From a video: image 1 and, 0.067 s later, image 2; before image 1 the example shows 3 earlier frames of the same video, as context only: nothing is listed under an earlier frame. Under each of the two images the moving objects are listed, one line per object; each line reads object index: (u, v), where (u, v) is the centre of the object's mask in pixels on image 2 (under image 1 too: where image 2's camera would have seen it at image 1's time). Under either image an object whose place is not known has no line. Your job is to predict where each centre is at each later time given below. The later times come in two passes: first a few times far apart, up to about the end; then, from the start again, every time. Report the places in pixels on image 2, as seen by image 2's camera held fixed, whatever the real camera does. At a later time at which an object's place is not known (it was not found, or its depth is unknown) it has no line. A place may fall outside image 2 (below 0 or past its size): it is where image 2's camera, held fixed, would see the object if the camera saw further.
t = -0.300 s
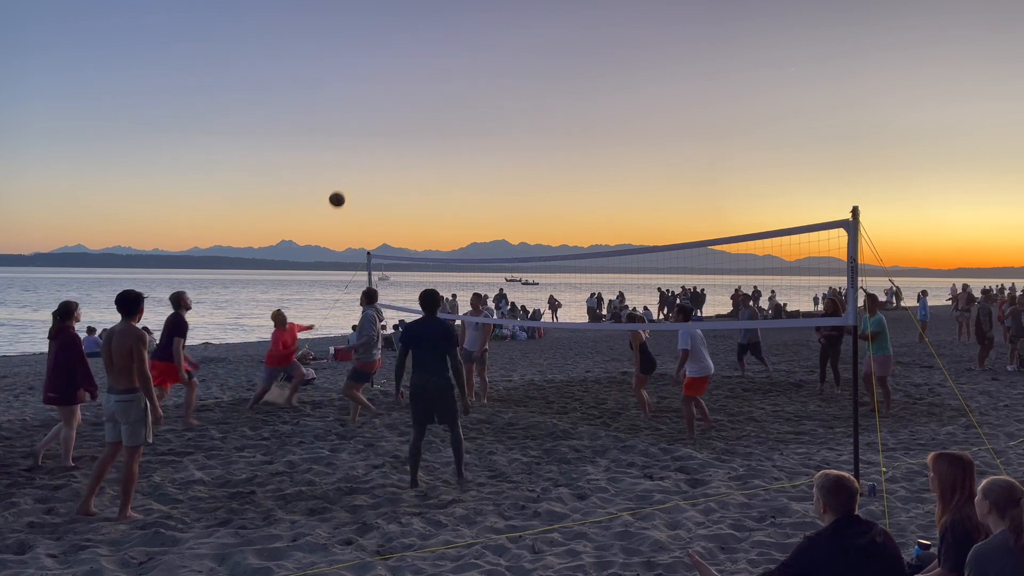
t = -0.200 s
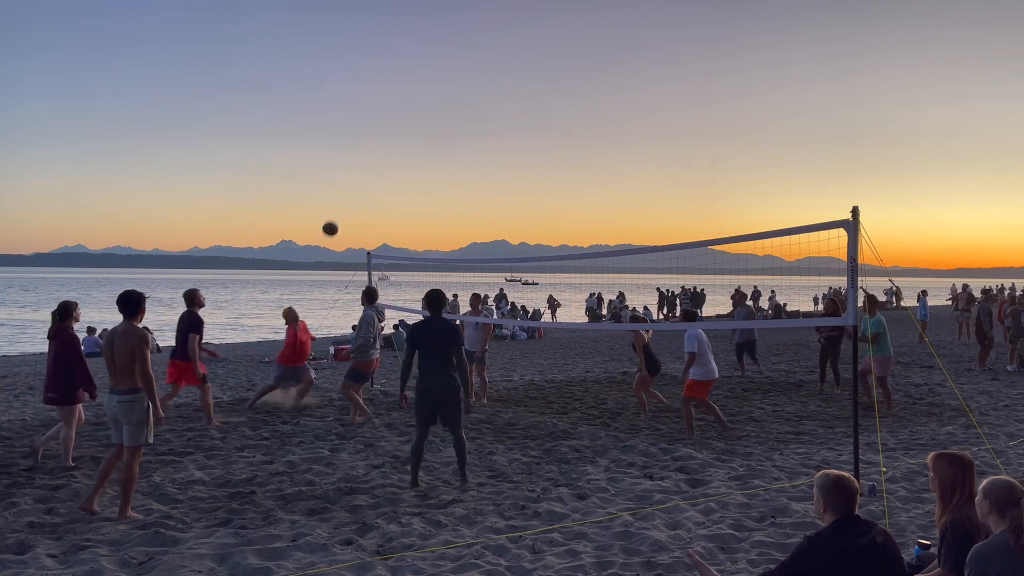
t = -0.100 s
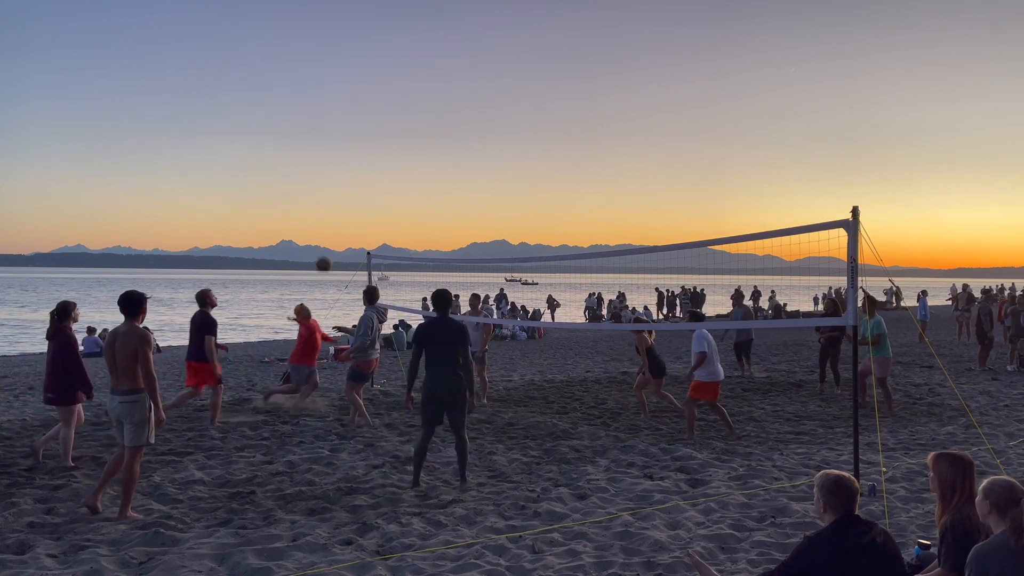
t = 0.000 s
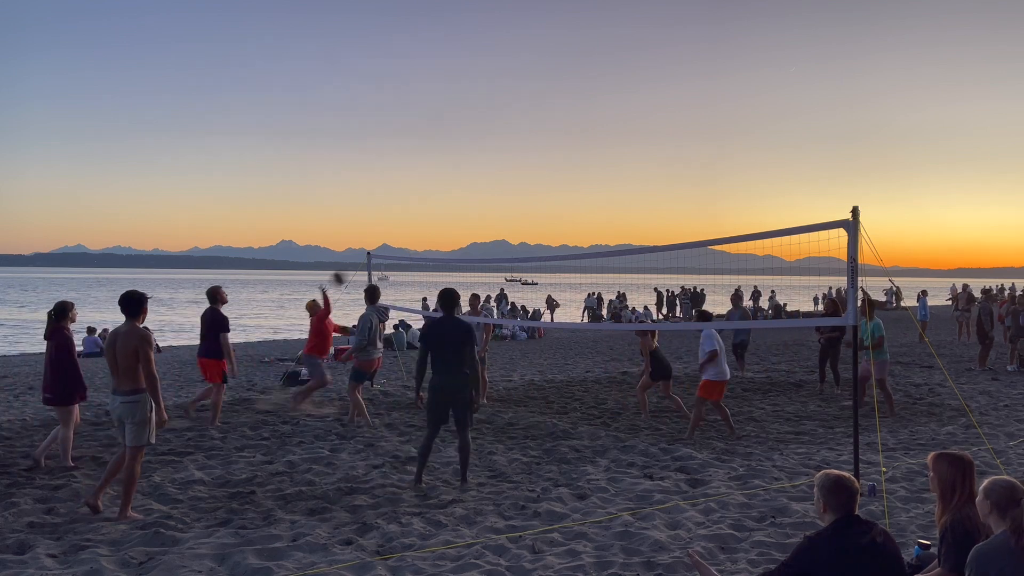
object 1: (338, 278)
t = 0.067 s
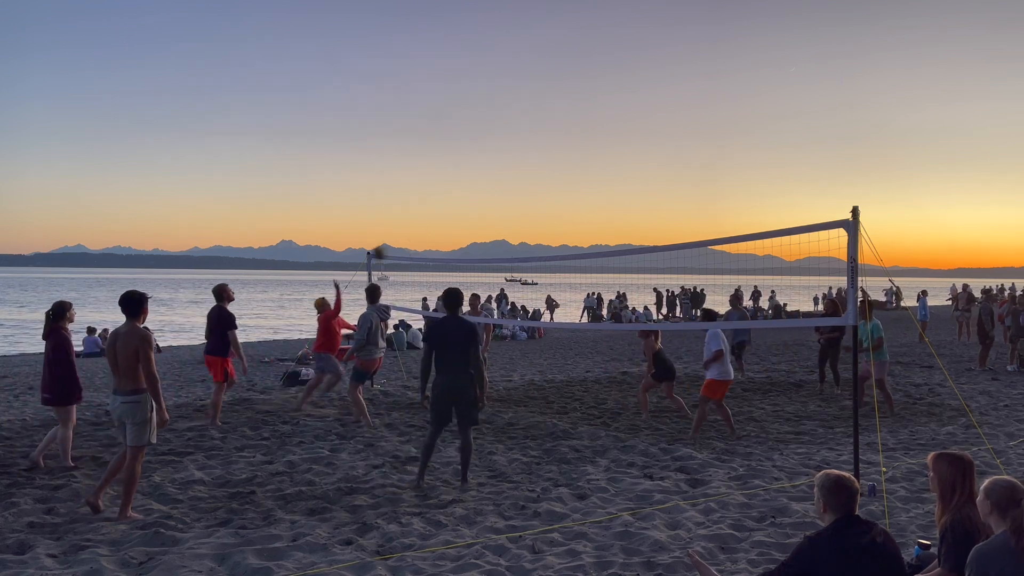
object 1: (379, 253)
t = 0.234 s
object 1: (470, 209)
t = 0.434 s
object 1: (568, 185)
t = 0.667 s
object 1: (670, 193)
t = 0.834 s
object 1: (734, 219)
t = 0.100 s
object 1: (398, 242)
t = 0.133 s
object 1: (416, 232)
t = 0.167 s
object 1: (434, 224)
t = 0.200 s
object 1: (452, 216)
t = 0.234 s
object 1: (470, 209)
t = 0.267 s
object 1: (487, 203)
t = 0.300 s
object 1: (504, 198)
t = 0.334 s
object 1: (520, 193)
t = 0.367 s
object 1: (537, 190)
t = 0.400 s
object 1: (552, 187)
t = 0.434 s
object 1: (568, 185)
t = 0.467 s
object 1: (583, 184)
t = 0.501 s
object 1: (599, 184)
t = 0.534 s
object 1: (613, 184)
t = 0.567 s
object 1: (628, 186)
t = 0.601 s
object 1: (642, 188)
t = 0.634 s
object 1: (656, 190)
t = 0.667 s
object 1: (670, 193)
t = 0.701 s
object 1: (683, 197)
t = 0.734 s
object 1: (697, 202)
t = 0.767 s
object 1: (709, 207)
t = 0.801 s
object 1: (722, 213)
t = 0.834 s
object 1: (734, 219)
